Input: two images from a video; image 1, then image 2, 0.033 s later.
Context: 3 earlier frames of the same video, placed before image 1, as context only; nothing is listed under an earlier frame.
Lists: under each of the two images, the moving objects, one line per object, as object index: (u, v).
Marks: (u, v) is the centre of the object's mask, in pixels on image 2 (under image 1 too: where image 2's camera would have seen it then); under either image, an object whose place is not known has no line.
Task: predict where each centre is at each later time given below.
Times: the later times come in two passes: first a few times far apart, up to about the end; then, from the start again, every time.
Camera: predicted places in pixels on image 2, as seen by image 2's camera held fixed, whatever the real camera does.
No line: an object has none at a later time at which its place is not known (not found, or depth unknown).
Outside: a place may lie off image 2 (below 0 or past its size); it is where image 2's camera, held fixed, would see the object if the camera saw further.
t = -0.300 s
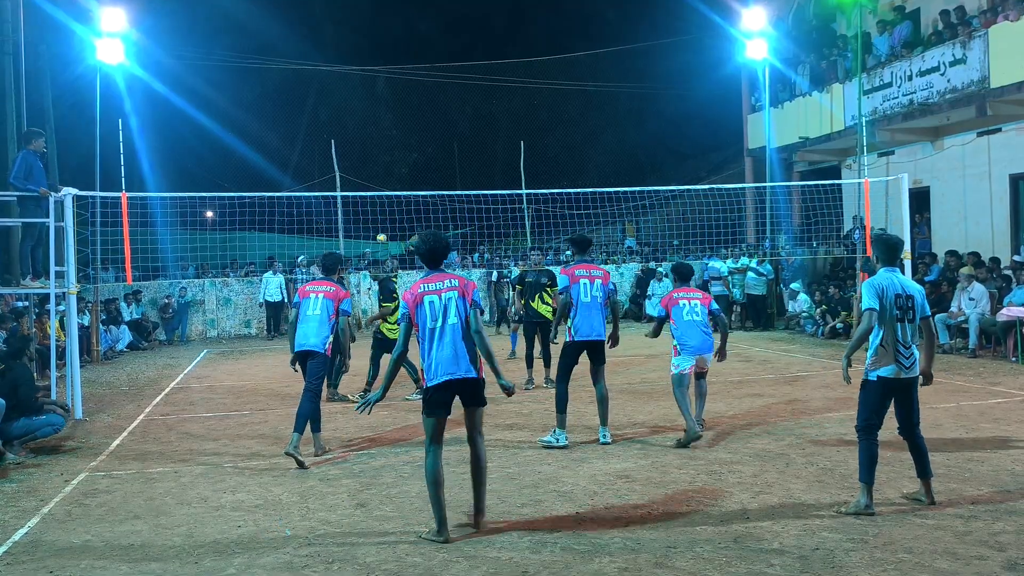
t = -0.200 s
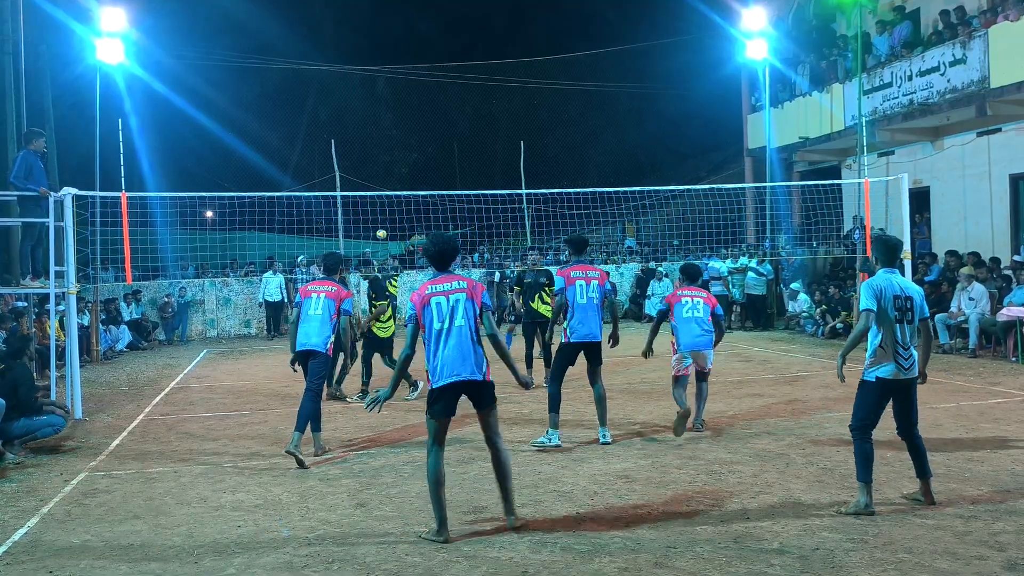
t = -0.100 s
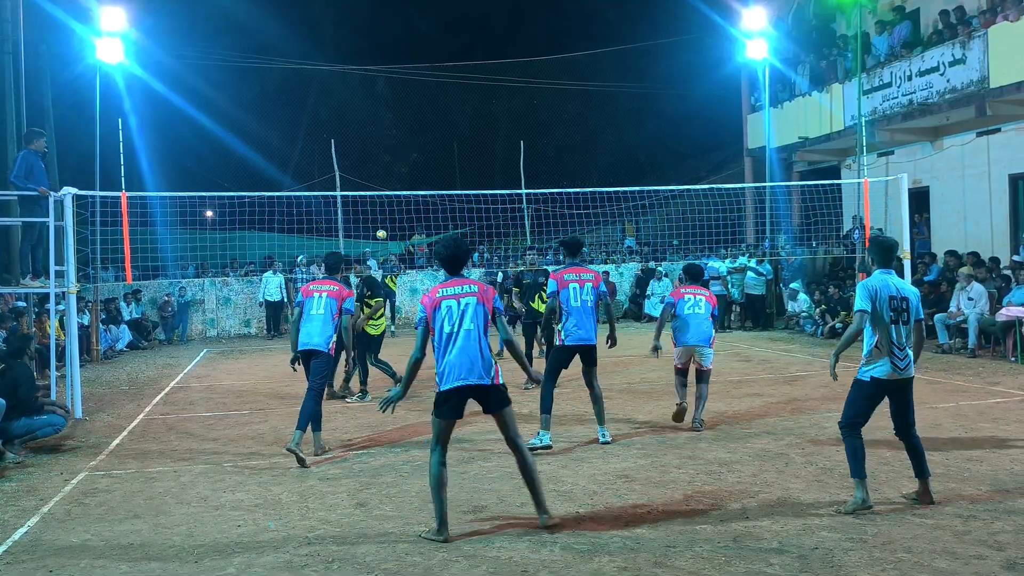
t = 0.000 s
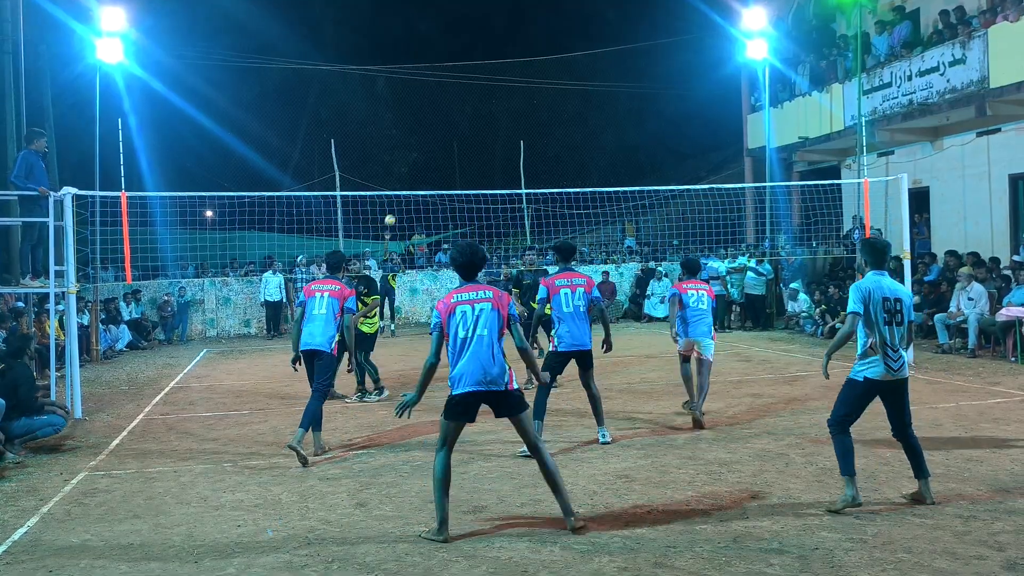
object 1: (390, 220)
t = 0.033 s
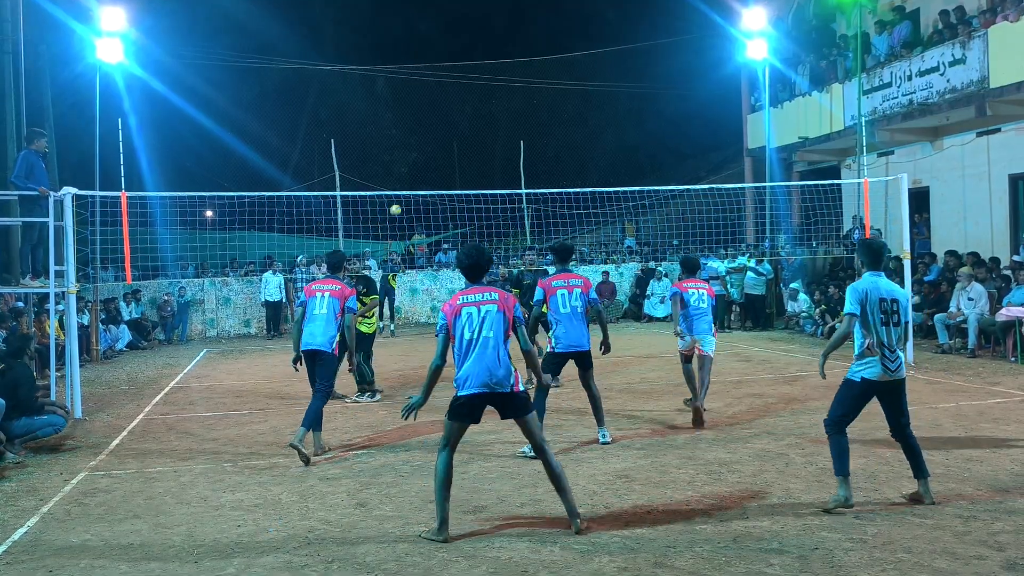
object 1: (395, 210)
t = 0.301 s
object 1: (446, 135)
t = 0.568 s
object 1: (515, 85)
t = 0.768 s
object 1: (589, 70)
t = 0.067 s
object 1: (401, 200)
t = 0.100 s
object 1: (407, 189)
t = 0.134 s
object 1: (413, 181)
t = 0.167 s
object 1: (420, 171)
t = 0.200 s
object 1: (426, 161)
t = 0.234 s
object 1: (432, 153)
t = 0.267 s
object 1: (439, 144)
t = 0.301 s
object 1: (446, 135)
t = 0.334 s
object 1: (454, 127)
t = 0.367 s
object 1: (461, 120)
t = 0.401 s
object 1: (469, 113)
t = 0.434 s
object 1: (478, 107)
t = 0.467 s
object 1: (486, 100)
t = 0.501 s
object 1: (496, 95)
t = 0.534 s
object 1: (505, 90)
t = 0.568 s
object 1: (515, 85)
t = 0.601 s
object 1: (526, 81)
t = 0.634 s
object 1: (538, 78)
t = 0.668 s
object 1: (550, 75)
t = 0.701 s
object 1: (562, 73)
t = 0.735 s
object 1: (576, 71)
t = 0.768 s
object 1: (589, 70)
